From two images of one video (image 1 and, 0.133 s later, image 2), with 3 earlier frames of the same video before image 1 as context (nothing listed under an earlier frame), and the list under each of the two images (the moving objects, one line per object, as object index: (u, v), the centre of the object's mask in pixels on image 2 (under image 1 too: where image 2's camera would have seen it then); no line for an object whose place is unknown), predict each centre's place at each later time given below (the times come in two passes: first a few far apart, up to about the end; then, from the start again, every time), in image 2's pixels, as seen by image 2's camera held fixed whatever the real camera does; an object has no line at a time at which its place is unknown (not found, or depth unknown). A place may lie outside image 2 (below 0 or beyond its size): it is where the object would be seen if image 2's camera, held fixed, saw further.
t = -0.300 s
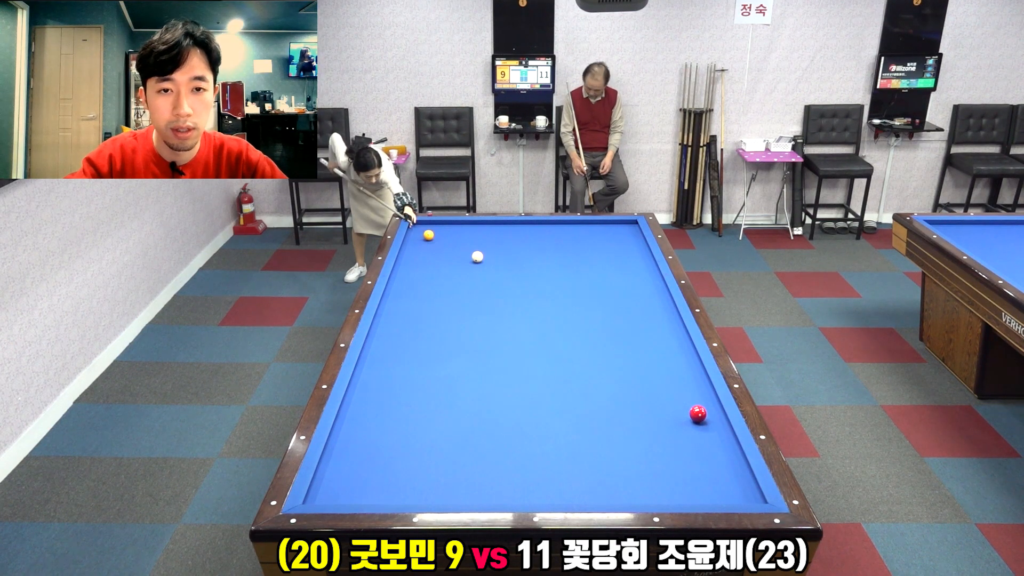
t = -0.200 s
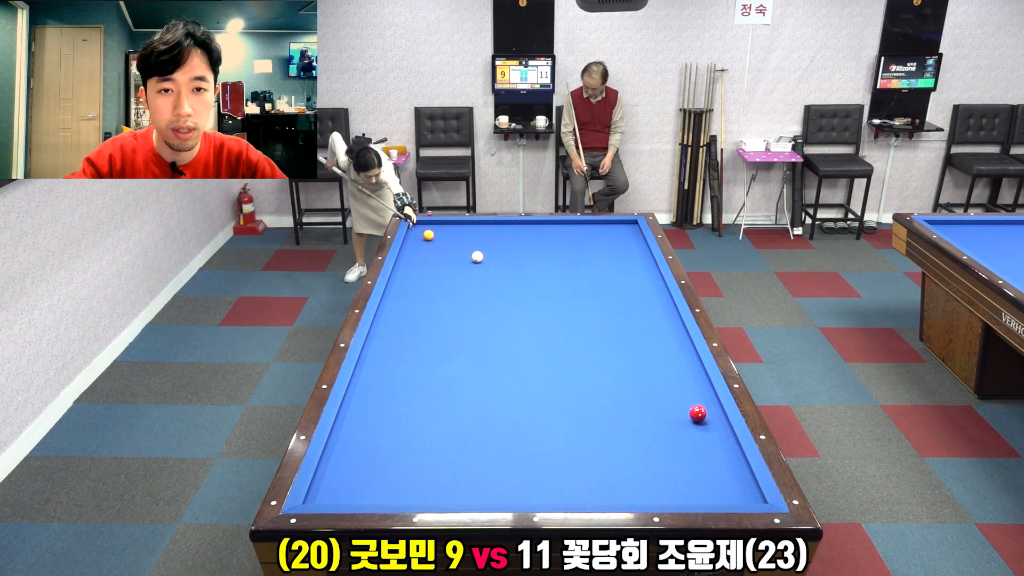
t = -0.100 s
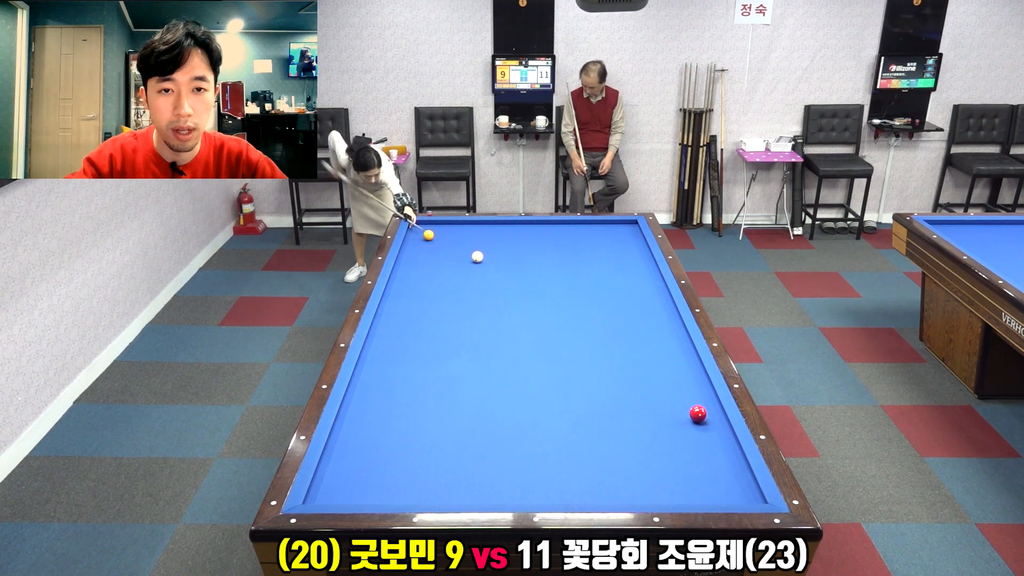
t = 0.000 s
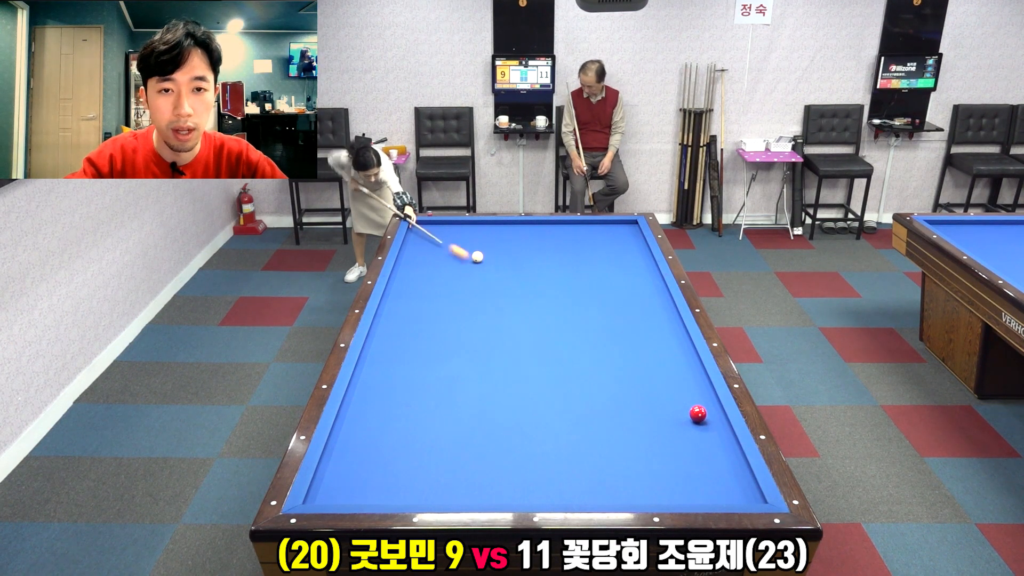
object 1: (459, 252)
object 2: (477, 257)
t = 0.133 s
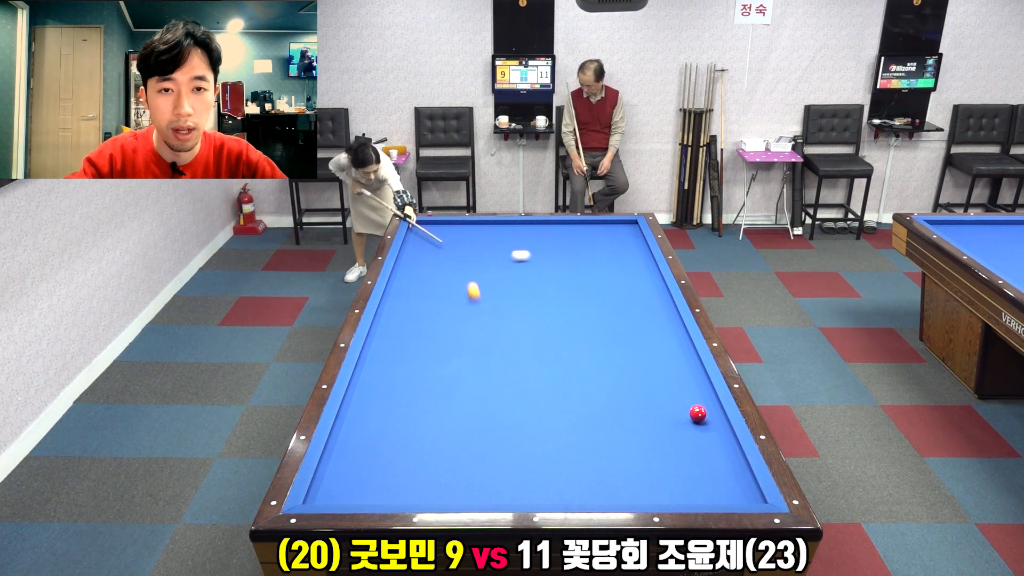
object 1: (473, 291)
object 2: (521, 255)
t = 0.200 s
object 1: (478, 314)
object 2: (543, 255)
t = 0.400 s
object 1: (502, 395)
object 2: (600, 254)
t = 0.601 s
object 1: (544, 490)
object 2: (642, 252)
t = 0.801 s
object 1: (601, 403)
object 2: (604, 253)
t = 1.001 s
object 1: (643, 349)
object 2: (573, 253)
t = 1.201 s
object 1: (671, 313)
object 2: (542, 253)
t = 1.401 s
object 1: (632, 287)
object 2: (512, 253)
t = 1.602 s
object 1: (603, 265)
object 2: (482, 253)
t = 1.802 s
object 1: (578, 246)
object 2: (452, 253)
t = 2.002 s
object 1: (556, 228)
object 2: (423, 253)
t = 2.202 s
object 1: (532, 228)
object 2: (410, 253)
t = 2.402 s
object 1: (506, 238)
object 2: (427, 253)
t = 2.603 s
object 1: (477, 248)
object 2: (444, 253)
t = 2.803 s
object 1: (467, 258)
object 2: (441, 253)
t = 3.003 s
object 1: (470, 269)
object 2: (427, 252)
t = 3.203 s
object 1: (472, 281)
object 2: (415, 252)
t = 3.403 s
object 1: (475, 294)
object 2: (404, 252)
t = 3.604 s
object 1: (477, 308)
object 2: (411, 252)
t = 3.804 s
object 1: (480, 322)
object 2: (418, 251)
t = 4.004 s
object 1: (484, 337)
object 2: (424, 251)
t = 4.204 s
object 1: (487, 354)
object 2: (431, 251)
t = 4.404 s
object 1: (490, 372)
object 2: (437, 250)
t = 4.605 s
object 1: (494, 391)
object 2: (443, 250)
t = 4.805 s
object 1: (498, 412)
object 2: (448, 250)
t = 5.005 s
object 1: (502, 434)
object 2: (454, 250)
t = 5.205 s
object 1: (507, 459)
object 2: (459, 250)
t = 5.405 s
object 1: (512, 485)
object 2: (463, 249)
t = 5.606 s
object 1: (521, 491)
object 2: (468, 249)
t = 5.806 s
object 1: (532, 476)
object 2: (472, 249)
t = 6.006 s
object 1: (543, 462)
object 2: (476, 249)
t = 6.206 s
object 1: (552, 449)
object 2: (480, 249)
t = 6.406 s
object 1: (561, 436)
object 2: (483, 249)
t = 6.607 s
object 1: (569, 425)
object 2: (486, 249)
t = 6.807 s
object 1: (577, 414)
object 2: (489, 248)
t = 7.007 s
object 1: (584, 404)
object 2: (492, 248)
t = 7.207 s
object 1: (591, 395)
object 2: (494, 248)
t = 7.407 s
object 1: (597, 386)
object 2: (496, 248)
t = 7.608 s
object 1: (603, 378)
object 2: (498, 248)
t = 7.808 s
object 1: (609, 370)
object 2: (500, 248)
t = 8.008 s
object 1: (614, 363)
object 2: (501, 248)
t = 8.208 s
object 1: (619, 356)
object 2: (502, 248)
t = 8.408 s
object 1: (624, 350)
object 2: (503, 248)
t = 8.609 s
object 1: (629, 344)
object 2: (504, 248)
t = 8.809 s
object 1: (633, 338)
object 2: (504, 248)
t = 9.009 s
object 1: (637, 333)
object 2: (505, 248)
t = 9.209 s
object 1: (641, 328)
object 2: (504, 248)
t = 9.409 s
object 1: (645, 323)
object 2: (504, 248)
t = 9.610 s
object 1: (648, 319)
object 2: (504, 248)
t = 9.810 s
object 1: (651, 315)
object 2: (504, 248)
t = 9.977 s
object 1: (654, 311)
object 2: (504, 248)
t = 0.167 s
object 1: (476, 302)
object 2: (532, 255)
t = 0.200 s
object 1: (478, 314)
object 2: (543, 255)
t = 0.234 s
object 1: (481, 326)
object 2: (553, 255)
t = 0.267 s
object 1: (485, 338)
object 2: (563, 255)
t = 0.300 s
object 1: (488, 351)
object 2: (572, 254)
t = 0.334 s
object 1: (492, 365)
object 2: (581, 254)
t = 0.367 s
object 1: (497, 380)
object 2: (590, 254)
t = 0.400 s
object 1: (502, 395)
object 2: (600, 254)
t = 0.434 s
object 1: (507, 411)
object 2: (609, 253)
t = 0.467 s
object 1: (513, 428)
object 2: (618, 253)
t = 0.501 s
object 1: (519, 446)
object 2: (627, 253)
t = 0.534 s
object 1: (526, 466)
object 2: (636, 253)
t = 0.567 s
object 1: (534, 487)
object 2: (644, 252)
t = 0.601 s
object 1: (544, 490)
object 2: (642, 252)
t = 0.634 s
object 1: (555, 472)
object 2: (634, 253)
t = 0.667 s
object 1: (566, 456)
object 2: (627, 253)
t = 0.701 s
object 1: (575, 441)
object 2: (621, 253)
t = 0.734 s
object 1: (585, 427)
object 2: (615, 253)
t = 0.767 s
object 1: (593, 415)
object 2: (609, 253)
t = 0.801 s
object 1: (601, 403)
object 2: (604, 253)
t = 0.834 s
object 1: (609, 392)
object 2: (598, 253)
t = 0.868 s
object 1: (617, 382)
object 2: (593, 253)
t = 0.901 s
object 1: (624, 373)
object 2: (588, 253)
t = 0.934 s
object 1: (631, 364)
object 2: (583, 253)
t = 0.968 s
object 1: (637, 356)
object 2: (578, 253)
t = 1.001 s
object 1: (643, 349)
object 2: (573, 253)
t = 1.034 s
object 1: (650, 342)
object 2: (568, 253)
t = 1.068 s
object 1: (656, 335)
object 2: (562, 253)
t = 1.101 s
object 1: (661, 329)
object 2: (557, 253)
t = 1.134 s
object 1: (667, 324)
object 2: (552, 253)
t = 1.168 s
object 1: (672, 318)
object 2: (547, 253)
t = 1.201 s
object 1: (671, 313)
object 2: (542, 253)
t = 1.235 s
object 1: (663, 308)
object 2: (537, 253)
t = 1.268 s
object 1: (656, 304)
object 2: (532, 253)
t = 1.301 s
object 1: (649, 300)
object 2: (527, 253)
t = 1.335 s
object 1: (643, 295)
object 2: (522, 253)
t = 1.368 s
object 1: (638, 291)
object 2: (517, 253)
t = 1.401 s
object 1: (632, 287)
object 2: (512, 253)
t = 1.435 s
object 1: (627, 283)
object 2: (506, 253)
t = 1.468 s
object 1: (622, 279)
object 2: (501, 253)
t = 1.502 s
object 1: (617, 276)
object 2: (496, 253)
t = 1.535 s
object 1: (613, 272)
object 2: (491, 253)
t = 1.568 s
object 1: (608, 269)
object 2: (486, 253)
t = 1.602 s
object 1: (603, 265)
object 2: (482, 253)
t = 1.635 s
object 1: (599, 262)
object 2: (477, 253)
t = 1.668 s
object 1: (595, 258)
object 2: (472, 253)
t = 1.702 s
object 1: (590, 255)
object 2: (467, 253)
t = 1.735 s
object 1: (586, 252)
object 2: (462, 253)
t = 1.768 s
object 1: (582, 249)
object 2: (457, 253)
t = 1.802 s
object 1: (578, 246)
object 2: (452, 253)
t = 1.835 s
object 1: (574, 243)
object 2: (447, 253)
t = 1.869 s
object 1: (570, 240)
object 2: (442, 253)
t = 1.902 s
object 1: (567, 237)
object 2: (437, 253)
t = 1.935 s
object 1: (563, 234)
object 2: (432, 253)
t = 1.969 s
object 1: (560, 231)
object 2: (428, 253)
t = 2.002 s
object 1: (556, 228)
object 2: (423, 253)
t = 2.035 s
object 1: (552, 226)
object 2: (418, 253)
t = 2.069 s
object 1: (549, 223)
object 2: (413, 253)
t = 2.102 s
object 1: (546, 222)
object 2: (408, 253)
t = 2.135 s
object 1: (541, 224)
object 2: (404, 253)
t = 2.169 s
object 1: (537, 226)
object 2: (406, 253)
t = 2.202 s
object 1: (532, 228)
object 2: (410, 253)
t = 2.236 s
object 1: (528, 230)
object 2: (413, 253)
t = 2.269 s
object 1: (524, 232)
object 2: (416, 253)
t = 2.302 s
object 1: (519, 233)
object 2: (419, 253)
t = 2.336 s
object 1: (515, 235)
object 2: (421, 253)
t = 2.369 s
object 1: (510, 236)
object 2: (424, 253)
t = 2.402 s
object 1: (506, 238)
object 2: (427, 253)
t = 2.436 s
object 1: (501, 239)
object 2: (430, 253)
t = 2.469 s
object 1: (496, 241)
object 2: (432, 253)
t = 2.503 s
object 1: (492, 243)
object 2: (435, 253)
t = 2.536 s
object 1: (487, 244)
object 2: (438, 253)
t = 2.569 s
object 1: (482, 246)
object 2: (441, 253)
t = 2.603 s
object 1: (477, 248)
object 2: (444, 253)
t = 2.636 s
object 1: (473, 249)
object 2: (446, 253)
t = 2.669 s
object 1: (468, 251)
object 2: (449, 253)
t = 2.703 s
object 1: (463, 253)
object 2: (451, 253)
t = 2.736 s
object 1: (464, 255)
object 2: (448, 253)
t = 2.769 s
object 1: (466, 256)
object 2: (444, 253)
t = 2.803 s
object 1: (467, 258)
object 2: (441, 253)
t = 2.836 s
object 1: (468, 260)
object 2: (438, 253)
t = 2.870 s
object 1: (468, 262)
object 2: (436, 253)
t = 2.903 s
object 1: (469, 264)
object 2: (434, 252)
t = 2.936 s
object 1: (469, 266)
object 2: (432, 252)
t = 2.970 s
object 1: (470, 268)
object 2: (429, 252)
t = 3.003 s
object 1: (470, 269)
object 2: (427, 252)
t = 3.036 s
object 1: (470, 271)
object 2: (425, 252)
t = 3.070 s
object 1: (471, 273)
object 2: (423, 252)
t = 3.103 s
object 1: (471, 275)
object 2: (421, 252)
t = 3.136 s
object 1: (471, 277)
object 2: (419, 252)
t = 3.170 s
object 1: (472, 279)
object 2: (417, 252)
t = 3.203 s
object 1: (472, 281)
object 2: (415, 252)
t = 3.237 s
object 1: (473, 284)
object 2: (413, 252)
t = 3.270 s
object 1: (473, 286)
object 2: (411, 252)
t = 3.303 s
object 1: (474, 288)
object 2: (409, 252)
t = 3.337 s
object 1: (474, 290)
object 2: (407, 252)
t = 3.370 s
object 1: (474, 292)
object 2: (405, 252)
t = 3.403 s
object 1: (475, 294)
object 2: (404, 252)
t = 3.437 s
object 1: (475, 296)
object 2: (405, 252)
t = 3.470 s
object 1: (476, 298)
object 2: (406, 252)
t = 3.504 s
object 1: (476, 301)
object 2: (407, 252)
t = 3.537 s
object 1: (477, 303)
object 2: (408, 252)
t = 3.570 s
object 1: (477, 306)
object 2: (410, 252)
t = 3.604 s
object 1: (477, 308)
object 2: (411, 252)
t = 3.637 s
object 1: (478, 310)
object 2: (412, 251)
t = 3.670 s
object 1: (479, 312)
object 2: (413, 251)
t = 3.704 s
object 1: (479, 315)
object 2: (414, 251)
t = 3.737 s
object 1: (479, 317)
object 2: (416, 251)
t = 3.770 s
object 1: (480, 320)
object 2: (417, 251)
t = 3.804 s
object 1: (480, 322)
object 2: (418, 251)
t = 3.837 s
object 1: (481, 324)
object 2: (419, 251)
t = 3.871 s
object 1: (481, 327)
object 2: (420, 251)
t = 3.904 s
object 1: (482, 330)
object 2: (421, 251)
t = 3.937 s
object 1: (482, 332)
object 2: (422, 251)
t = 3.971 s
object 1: (483, 335)
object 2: (423, 251)
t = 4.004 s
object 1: (484, 337)
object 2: (424, 251)
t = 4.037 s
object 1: (484, 340)
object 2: (426, 251)
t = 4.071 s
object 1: (485, 343)
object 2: (427, 251)
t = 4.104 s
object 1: (485, 345)
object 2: (428, 251)
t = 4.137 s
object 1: (486, 348)
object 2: (429, 251)
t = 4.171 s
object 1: (486, 351)
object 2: (430, 251)
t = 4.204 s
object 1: (487, 354)
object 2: (431, 251)
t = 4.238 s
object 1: (487, 357)
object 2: (432, 251)
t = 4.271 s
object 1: (488, 360)
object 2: (433, 250)
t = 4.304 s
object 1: (488, 363)
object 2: (434, 250)
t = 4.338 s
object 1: (489, 366)
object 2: (435, 250)
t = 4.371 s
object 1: (489, 368)
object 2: (436, 250)
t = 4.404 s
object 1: (490, 372)
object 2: (437, 250)
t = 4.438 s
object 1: (491, 375)
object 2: (438, 250)
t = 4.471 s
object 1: (491, 378)
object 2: (439, 250)
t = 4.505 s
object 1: (492, 381)
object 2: (440, 250)
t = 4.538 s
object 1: (492, 384)
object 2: (441, 250)
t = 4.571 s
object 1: (493, 388)
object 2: (442, 250)
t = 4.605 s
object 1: (494, 391)
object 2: (443, 250)
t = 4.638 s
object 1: (494, 394)
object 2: (444, 250)
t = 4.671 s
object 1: (495, 397)
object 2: (445, 250)
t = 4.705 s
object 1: (496, 401)
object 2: (446, 250)
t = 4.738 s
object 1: (497, 404)
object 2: (446, 250)
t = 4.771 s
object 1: (497, 408)
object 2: (447, 250)
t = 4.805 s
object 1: (498, 412)
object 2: (448, 250)
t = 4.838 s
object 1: (499, 415)
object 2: (449, 250)
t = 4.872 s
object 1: (499, 419)
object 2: (450, 250)
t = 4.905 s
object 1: (500, 422)
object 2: (451, 250)
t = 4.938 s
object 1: (501, 427)
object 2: (452, 250)
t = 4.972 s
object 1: (501, 430)
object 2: (453, 250)
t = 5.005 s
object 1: (502, 434)
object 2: (454, 250)
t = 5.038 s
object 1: (503, 438)
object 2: (455, 250)
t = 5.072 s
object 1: (504, 442)
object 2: (455, 250)
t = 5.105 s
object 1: (505, 446)
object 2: (456, 250)
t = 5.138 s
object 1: (505, 451)
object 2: (457, 250)
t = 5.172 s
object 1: (506, 455)
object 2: (458, 250)
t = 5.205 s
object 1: (507, 459)
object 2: (459, 250)
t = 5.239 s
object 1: (508, 463)
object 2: (459, 250)
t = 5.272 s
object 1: (509, 468)
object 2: (460, 250)
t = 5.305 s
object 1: (509, 472)
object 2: (461, 250)
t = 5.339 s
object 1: (510, 477)
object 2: (462, 249)
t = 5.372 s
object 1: (511, 481)
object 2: (463, 250)
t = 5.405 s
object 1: (512, 485)
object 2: (463, 249)
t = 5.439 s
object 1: (513, 490)
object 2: (464, 249)
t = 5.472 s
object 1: (514, 493)
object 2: (465, 249)
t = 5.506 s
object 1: (515, 496)
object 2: (466, 249)
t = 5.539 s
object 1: (517, 495)
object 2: (466, 249)
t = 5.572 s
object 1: (519, 493)
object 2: (467, 249)
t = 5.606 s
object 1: (521, 491)
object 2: (468, 249)
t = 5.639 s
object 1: (523, 489)
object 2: (469, 249)
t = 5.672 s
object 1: (525, 487)
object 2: (469, 249)
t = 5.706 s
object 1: (527, 484)
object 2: (470, 249)
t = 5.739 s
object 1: (529, 481)
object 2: (471, 249)
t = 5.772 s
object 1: (530, 479)
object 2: (471, 249)
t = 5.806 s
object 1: (532, 476)
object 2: (472, 249)
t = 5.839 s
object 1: (534, 474)
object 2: (473, 249)
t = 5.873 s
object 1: (536, 471)
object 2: (474, 249)
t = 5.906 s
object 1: (537, 469)
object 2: (474, 249)
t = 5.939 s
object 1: (539, 466)
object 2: (475, 249)
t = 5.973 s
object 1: (541, 464)
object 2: (476, 249)
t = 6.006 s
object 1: (543, 462)
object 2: (476, 249)
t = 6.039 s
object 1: (544, 459)
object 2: (477, 249)
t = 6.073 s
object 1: (546, 457)
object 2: (477, 249)
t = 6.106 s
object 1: (547, 455)
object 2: (478, 249)
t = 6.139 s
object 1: (549, 453)
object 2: (479, 249)
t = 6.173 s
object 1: (551, 451)
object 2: (479, 249)
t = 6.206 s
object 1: (552, 449)
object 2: (480, 249)
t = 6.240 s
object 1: (554, 446)
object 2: (481, 249)
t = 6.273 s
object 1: (555, 444)
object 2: (481, 249)
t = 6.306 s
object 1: (557, 442)
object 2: (482, 249)
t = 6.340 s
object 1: (558, 440)
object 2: (482, 249)
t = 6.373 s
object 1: (560, 438)
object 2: (483, 249)
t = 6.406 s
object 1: (561, 436)
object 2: (483, 249)
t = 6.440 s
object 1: (562, 435)
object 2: (484, 249)
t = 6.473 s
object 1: (564, 433)
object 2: (484, 249)
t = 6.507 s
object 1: (565, 430)
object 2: (485, 249)
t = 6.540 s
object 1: (567, 429)
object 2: (485, 249)
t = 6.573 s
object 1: (568, 427)
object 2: (486, 249)
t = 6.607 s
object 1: (569, 425)
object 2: (486, 249)
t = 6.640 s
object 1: (571, 423)
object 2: (487, 249)
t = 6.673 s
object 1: (572, 421)
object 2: (487, 249)
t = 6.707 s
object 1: (573, 419)
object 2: (488, 248)
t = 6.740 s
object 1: (574, 418)
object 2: (488, 248)
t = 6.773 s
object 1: (576, 416)
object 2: (489, 248)
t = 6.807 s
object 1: (577, 414)
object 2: (489, 248)
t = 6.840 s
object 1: (578, 413)
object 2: (490, 248)
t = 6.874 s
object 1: (579, 411)
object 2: (490, 248)
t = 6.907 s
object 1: (581, 409)
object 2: (491, 248)
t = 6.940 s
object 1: (582, 408)
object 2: (491, 248)
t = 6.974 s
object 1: (583, 406)
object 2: (492, 248)
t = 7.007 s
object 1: (584, 404)
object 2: (492, 248)
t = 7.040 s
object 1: (585, 403)
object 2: (492, 248)
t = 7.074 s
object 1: (587, 401)
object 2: (493, 248)
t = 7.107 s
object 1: (588, 399)
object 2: (493, 248)
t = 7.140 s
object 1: (589, 398)
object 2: (494, 248)
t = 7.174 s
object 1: (590, 396)
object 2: (494, 248)
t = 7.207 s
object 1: (591, 395)
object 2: (494, 248)
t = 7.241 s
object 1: (592, 393)
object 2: (495, 248)
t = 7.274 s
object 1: (593, 392)
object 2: (495, 248)
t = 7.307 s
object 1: (594, 390)
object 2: (495, 248)
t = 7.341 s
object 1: (595, 389)
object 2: (496, 248)
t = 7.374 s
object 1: (596, 387)
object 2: (496, 248)
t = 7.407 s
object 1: (597, 386)
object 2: (496, 248)
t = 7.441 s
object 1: (598, 385)
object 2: (497, 248)
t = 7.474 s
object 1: (599, 383)
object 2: (497, 248)
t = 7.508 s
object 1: (600, 382)
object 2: (498, 248)
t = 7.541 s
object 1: (601, 381)
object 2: (498, 248)
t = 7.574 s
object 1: (602, 379)
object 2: (498, 248)
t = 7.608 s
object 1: (603, 378)
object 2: (498, 248)
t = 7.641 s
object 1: (604, 377)
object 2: (499, 248)
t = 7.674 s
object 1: (605, 375)
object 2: (499, 248)
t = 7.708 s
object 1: (606, 374)
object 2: (499, 248)
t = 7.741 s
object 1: (607, 373)
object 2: (499, 248)
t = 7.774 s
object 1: (608, 372)
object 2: (500, 248)
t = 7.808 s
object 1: (609, 370)
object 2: (500, 248)
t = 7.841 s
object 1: (610, 369)
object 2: (500, 248)
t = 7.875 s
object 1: (611, 368)
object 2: (500, 248)
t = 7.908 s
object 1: (612, 367)
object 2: (501, 248)
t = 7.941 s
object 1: (613, 366)
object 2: (501, 248)
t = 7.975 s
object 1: (614, 364)
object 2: (501, 248)
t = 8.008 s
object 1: (614, 363)
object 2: (501, 248)
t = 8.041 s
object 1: (615, 362)
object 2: (501, 248)
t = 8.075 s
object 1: (616, 361)
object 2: (502, 248)
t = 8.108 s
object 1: (617, 360)
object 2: (502, 248)
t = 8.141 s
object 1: (618, 359)
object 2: (502, 248)
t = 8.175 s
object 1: (619, 358)
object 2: (502, 248)
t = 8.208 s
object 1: (619, 356)
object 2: (502, 248)
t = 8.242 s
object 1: (620, 355)
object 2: (502, 248)
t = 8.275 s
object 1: (621, 354)
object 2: (503, 248)
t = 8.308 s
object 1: (622, 353)
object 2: (503, 248)
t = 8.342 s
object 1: (623, 352)
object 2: (503, 248)
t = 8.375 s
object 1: (623, 351)
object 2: (503, 248)
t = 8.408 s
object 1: (624, 350)
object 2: (503, 248)
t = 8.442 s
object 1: (625, 349)
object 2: (503, 248)
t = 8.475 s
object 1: (626, 348)
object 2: (503, 248)
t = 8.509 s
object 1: (627, 347)
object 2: (504, 248)
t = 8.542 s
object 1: (627, 346)
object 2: (504, 248)
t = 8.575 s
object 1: (628, 345)
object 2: (504, 248)
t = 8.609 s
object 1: (629, 344)
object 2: (504, 248)
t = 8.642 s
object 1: (629, 343)
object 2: (504, 248)
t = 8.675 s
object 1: (630, 342)
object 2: (504, 248)
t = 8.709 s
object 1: (631, 341)
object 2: (504, 248)
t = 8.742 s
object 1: (632, 340)
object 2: (504, 248)
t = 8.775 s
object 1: (632, 339)
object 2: (504, 248)
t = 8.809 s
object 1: (633, 338)
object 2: (504, 248)
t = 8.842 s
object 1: (634, 337)
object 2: (504, 248)
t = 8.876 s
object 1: (634, 337)
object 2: (504, 248)
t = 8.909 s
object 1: (635, 336)
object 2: (504, 248)
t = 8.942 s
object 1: (636, 335)
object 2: (505, 248)
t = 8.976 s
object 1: (636, 334)
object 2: (504, 248)
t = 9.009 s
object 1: (637, 333)
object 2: (505, 248)
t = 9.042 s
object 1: (638, 332)
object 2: (505, 248)
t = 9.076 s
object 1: (638, 331)
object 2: (505, 248)
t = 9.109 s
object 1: (639, 330)
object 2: (505, 248)
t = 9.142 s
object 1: (640, 330)
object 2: (505, 248)
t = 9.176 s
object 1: (640, 329)
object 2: (505, 248)
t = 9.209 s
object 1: (641, 328)
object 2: (504, 248)
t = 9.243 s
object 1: (641, 327)
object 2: (504, 248)
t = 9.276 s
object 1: (642, 326)
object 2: (504, 248)
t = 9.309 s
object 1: (643, 325)
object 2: (504, 248)
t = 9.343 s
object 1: (643, 325)
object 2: (504, 248)
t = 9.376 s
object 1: (644, 324)
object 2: (504, 248)
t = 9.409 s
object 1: (645, 323)
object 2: (504, 248)
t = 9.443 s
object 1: (645, 322)
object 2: (504, 248)
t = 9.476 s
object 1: (646, 322)
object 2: (504, 248)
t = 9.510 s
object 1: (646, 321)
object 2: (504, 248)
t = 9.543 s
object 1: (647, 320)
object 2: (504, 248)
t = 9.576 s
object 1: (647, 320)
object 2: (504, 248)
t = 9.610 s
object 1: (648, 319)
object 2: (504, 248)
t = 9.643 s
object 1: (649, 318)
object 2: (505, 248)
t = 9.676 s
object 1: (649, 317)
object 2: (504, 248)
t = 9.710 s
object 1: (650, 317)
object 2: (504, 248)
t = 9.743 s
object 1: (650, 316)
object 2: (504, 248)
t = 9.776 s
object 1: (651, 315)
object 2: (504, 248)
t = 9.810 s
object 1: (651, 315)
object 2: (504, 248)
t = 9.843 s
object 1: (652, 314)
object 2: (504, 248)
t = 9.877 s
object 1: (652, 313)
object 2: (504, 248)
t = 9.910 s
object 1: (653, 313)
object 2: (504, 248)
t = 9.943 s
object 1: (653, 312)
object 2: (504, 248)
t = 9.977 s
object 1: (654, 311)
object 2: (504, 248)
